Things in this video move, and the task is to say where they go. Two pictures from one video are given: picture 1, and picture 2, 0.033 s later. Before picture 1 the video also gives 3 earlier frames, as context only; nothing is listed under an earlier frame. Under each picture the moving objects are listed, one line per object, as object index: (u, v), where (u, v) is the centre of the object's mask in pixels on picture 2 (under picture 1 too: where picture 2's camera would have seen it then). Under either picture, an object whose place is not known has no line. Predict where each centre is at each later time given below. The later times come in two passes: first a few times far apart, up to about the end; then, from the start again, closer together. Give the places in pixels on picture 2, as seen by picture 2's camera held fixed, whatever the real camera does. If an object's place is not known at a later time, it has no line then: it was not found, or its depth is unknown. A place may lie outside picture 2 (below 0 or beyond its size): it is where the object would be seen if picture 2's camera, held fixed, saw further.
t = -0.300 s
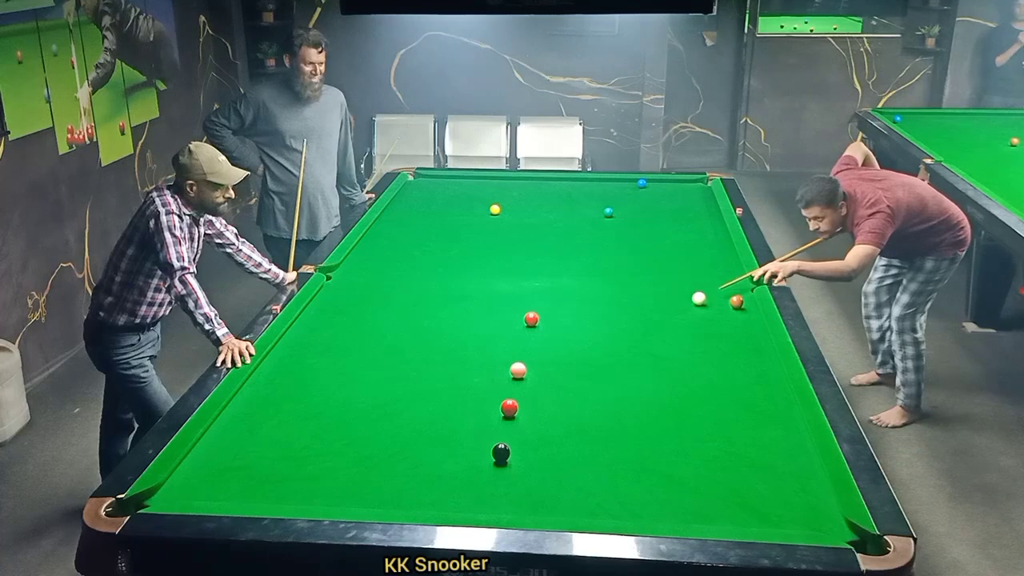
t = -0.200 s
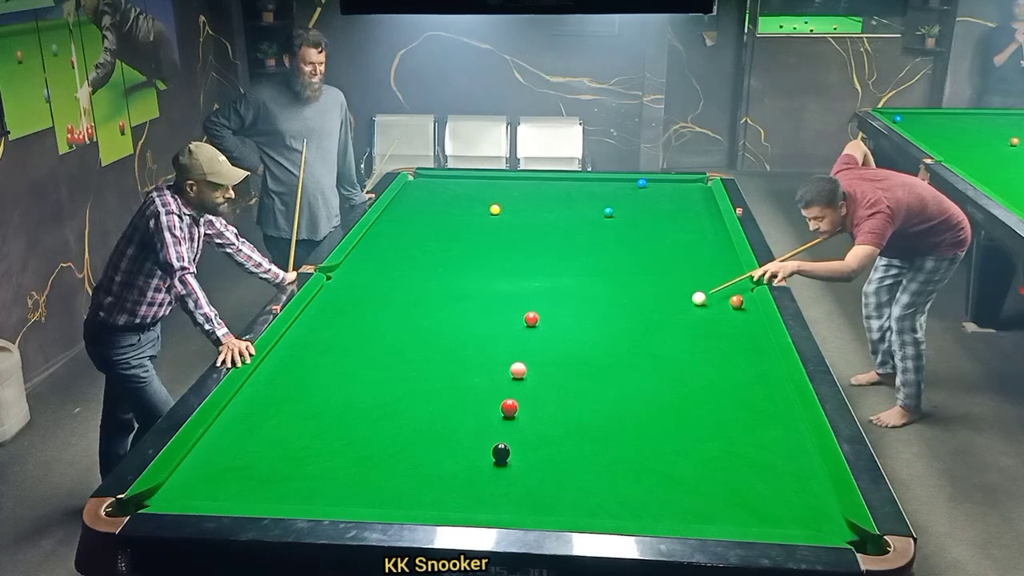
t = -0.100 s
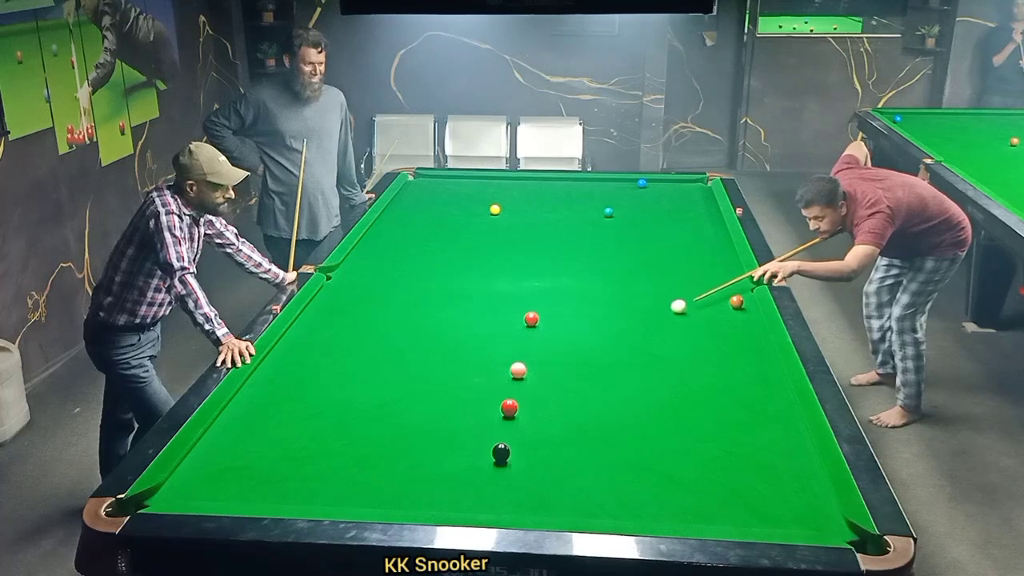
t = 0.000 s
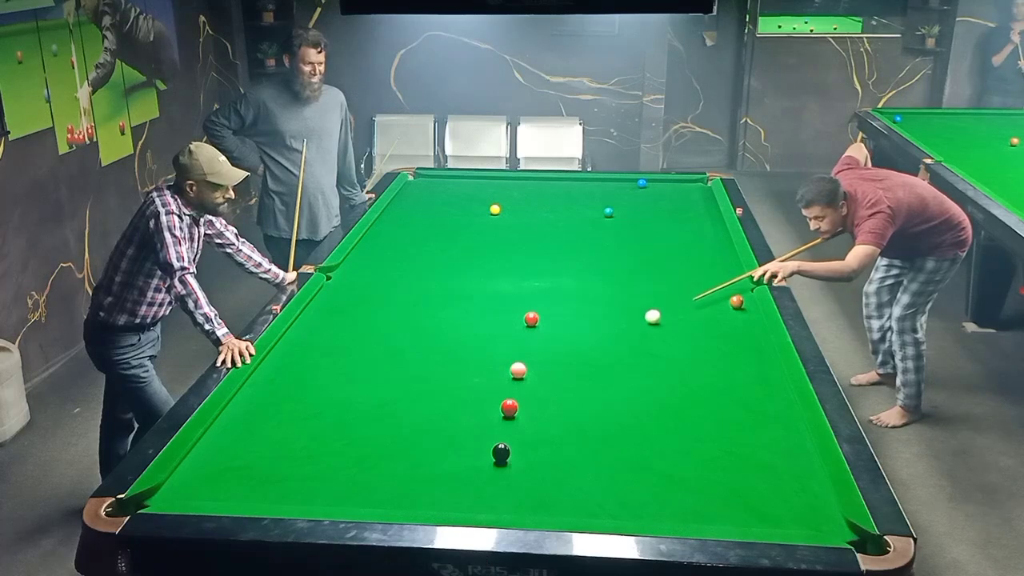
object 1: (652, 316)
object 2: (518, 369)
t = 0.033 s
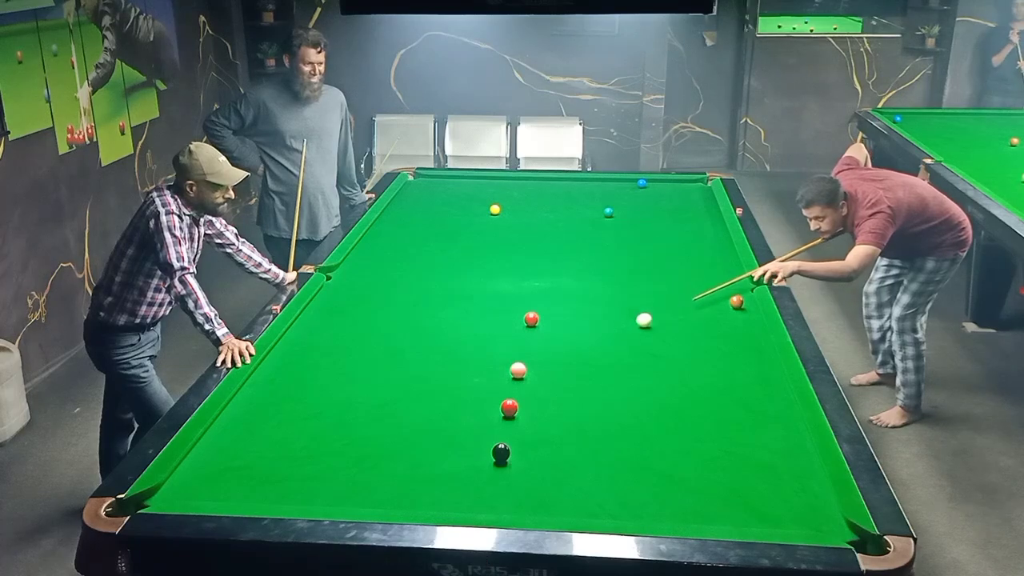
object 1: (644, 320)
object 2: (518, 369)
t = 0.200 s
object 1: (600, 337)
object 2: (518, 369)
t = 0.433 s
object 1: (534, 364)
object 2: (517, 369)
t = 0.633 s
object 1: (523, 372)
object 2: (470, 386)
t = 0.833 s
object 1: (511, 380)
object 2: (423, 402)
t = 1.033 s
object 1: (499, 387)
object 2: (375, 418)
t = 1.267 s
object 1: (487, 396)
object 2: (315, 439)
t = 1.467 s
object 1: (477, 404)
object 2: (262, 457)
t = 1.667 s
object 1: (467, 410)
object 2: (206, 476)
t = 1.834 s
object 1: (459, 416)
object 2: (157, 493)
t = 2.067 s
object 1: (449, 423)
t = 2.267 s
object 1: (441, 428)
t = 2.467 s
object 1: (434, 433)
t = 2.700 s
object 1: (427, 439)
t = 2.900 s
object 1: (422, 442)
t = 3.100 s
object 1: (418, 445)
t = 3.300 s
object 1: (415, 448)
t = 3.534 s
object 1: (412, 449)
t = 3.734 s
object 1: (410, 451)
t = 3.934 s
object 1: (409, 451)
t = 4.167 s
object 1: (410, 451)
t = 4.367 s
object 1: (409, 451)
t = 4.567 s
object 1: (409, 451)
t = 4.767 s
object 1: (409, 451)
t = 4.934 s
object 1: (409, 451)
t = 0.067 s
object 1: (636, 323)
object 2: (518, 369)
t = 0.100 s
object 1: (627, 326)
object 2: (518, 369)
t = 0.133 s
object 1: (618, 330)
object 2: (518, 369)
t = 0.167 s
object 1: (609, 333)
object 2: (518, 370)
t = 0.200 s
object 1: (600, 337)
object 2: (518, 369)
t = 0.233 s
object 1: (591, 341)
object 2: (518, 369)
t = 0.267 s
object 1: (582, 344)
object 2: (518, 369)
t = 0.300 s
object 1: (573, 348)
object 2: (518, 369)
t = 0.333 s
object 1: (563, 352)
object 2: (518, 369)
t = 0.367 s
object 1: (554, 356)
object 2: (518, 369)
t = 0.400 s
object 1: (544, 360)
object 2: (518, 369)
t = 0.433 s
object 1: (534, 364)
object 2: (517, 369)
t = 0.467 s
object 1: (530, 366)
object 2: (512, 371)
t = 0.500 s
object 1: (530, 367)
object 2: (502, 375)
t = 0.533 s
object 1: (529, 368)
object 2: (493, 378)
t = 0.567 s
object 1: (527, 369)
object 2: (485, 381)
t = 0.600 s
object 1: (525, 371)
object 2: (477, 383)
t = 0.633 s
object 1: (523, 372)
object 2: (470, 386)
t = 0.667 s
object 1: (521, 373)
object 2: (462, 388)
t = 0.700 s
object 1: (519, 374)
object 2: (455, 391)
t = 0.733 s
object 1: (517, 376)
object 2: (447, 393)
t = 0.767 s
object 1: (515, 377)
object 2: (439, 396)
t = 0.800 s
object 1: (513, 378)
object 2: (431, 399)
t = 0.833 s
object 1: (511, 380)
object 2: (423, 402)
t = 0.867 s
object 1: (509, 381)
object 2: (415, 404)
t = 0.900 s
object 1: (507, 382)
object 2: (408, 407)
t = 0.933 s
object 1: (505, 384)
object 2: (399, 410)
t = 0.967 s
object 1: (503, 385)
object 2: (391, 412)
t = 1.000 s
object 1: (501, 386)
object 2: (383, 415)
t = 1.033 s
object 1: (499, 387)
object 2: (375, 418)
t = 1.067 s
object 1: (498, 389)
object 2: (367, 421)
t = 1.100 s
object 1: (496, 390)
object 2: (358, 424)
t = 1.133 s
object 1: (494, 392)
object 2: (349, 427)
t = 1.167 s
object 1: (492, 393)
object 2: (341, 430)
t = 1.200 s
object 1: (490, 394)
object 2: (332, 433)
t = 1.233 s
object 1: (488, 395)
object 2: (324, 436)
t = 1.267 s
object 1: (487, 396)
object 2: (315, 439)
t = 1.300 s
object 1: (485, 398)
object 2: (306, 442)
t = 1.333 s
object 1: (483, 399)
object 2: (298, 445)
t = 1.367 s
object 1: (482, 400)
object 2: (289, 448)
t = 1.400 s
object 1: (480, 401)
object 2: (280, 451)
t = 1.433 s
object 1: (478, 402)
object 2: (271, 454)
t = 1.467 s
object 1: (477, 404)
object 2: (262, 457)
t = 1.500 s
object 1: (475, 405)
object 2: (252, 460)
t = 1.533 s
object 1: (473, 406)
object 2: (244, 463)
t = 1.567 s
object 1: (472, 407)
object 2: (234, 466)
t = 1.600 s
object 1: (470, 408)
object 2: (225, 469)
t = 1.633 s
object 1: (468, 409)
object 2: (216, 473)
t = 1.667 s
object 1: (467, 410)
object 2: (206, 476)
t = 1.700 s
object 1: (465, 411)
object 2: (196, 480)
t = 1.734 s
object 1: (464, 412)
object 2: (187, 483)
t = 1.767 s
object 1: (462, 414)
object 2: (177, 486)
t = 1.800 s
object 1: (461, 415)
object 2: (167, 489)
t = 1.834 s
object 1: (459, 416)
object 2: (157, 493)
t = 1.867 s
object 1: (458, 417)
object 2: (151, 496)
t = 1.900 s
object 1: (456, 418)
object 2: (145, 501)
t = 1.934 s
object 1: (455, 419)
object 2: (139, 508)
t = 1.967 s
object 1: (453, 420)
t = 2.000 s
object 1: (452, 421)
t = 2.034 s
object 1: (451, 422)
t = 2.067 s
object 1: (449, 423)
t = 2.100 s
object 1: (448, 424)
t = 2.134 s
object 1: (446, 425)
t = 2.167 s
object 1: (445, 426)
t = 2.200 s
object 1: (444, 427)
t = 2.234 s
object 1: (443, 428)
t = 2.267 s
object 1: (441, 428)
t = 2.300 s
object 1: (440, 429)
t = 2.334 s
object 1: (439, 430)
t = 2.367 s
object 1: (438, 431)
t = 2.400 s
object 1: (436, 432)
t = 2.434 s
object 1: (435, 433)
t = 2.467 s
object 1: (434, 433)
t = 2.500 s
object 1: (433, 434)
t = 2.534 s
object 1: (432, 435)
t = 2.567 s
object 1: (431, 436)
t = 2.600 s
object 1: (430, 436)
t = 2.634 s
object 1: (429, 437)
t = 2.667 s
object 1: (428, 438)
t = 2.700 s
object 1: (427, 439)
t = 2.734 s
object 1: (426, 439)
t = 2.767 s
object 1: (425, 440)
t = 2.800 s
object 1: (425, 440)
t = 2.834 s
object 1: (424, 441)
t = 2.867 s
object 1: (423, 442)
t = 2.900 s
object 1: (422, 442)
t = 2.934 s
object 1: (421, 443)
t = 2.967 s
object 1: (421, 443)
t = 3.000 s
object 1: (420, 444)
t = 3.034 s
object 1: (419, 444)
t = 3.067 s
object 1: (418, 445)
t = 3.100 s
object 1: (418, 445)
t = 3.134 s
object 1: (417, 446)
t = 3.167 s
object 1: (417, 446)
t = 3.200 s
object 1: (416, 447)
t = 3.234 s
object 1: (416, 447)
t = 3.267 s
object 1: (415, 447)
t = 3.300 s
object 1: (415, 448)
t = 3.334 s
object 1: (414, 448)
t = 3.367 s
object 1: (414, 448)
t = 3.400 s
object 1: (413, 448)
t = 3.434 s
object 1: (413, 449)
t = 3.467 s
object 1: (413, 449)
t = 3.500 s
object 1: (412, 449)
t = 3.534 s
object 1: (412, 449)
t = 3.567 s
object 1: (412, 450)
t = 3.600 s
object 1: (411, 450)
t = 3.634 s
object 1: (411, 450)
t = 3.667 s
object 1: (411, 450)
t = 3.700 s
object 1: (410, 451)
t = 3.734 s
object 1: (410, 451)
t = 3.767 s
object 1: (410, 451)
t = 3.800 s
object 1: (410, 451)
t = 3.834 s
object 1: (410, 451)
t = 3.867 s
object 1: (410, 451)
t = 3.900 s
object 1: (410, 451)
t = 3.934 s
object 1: (409, 451)
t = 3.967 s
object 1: (409, 451)
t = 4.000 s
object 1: (409, 451)
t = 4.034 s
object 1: (410, 451)
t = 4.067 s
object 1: (410, 451)
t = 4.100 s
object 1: (410, 451)
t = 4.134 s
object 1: (410, 451)
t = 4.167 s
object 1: (410, 451)
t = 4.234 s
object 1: (409, 451)
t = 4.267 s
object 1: (409, 451)
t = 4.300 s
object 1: (409, 451)
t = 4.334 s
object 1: (409, 451)
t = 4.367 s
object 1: (409, 451)
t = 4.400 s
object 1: (409, 451)
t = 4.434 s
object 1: (409, 451)
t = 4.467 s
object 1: (409, 451)
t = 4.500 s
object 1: (409, 451)
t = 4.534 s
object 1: (409, 451)
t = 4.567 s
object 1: (409, 451)
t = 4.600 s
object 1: (409, 451)
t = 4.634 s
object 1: (409, 451)
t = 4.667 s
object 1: (409, 451)
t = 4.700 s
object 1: (409, 451)
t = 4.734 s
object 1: (409, 451)
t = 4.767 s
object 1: (409, 451)
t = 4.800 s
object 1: (409, 451)
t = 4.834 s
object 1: (409, 451)
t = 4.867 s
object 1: (409, 451)
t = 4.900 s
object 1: (409, 451)
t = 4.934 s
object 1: (409, 451)
